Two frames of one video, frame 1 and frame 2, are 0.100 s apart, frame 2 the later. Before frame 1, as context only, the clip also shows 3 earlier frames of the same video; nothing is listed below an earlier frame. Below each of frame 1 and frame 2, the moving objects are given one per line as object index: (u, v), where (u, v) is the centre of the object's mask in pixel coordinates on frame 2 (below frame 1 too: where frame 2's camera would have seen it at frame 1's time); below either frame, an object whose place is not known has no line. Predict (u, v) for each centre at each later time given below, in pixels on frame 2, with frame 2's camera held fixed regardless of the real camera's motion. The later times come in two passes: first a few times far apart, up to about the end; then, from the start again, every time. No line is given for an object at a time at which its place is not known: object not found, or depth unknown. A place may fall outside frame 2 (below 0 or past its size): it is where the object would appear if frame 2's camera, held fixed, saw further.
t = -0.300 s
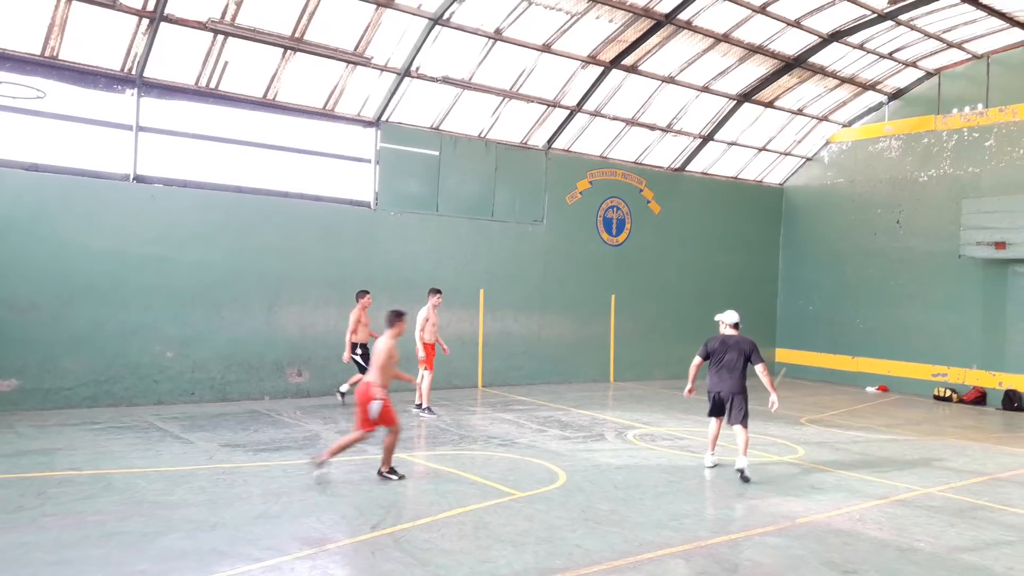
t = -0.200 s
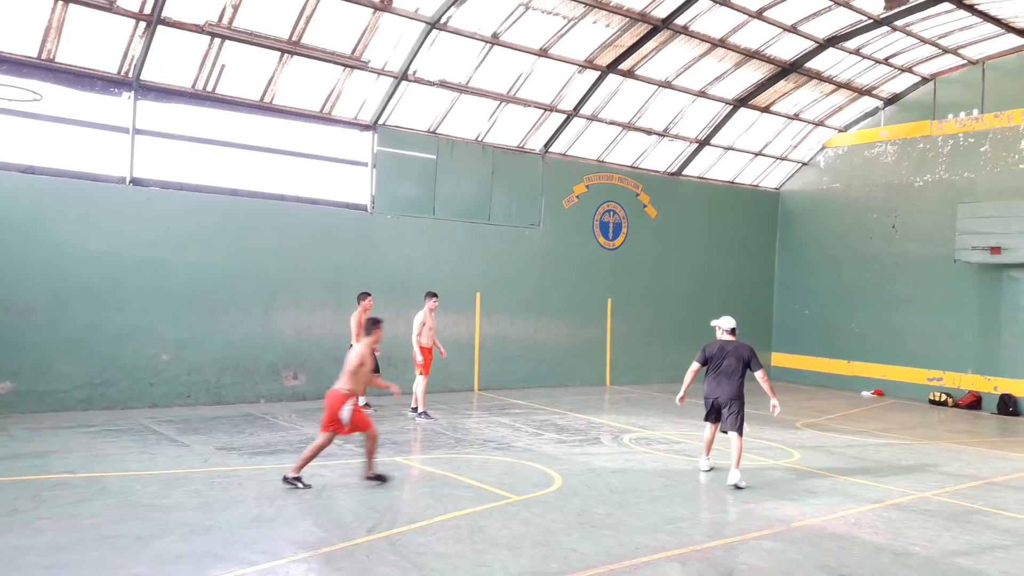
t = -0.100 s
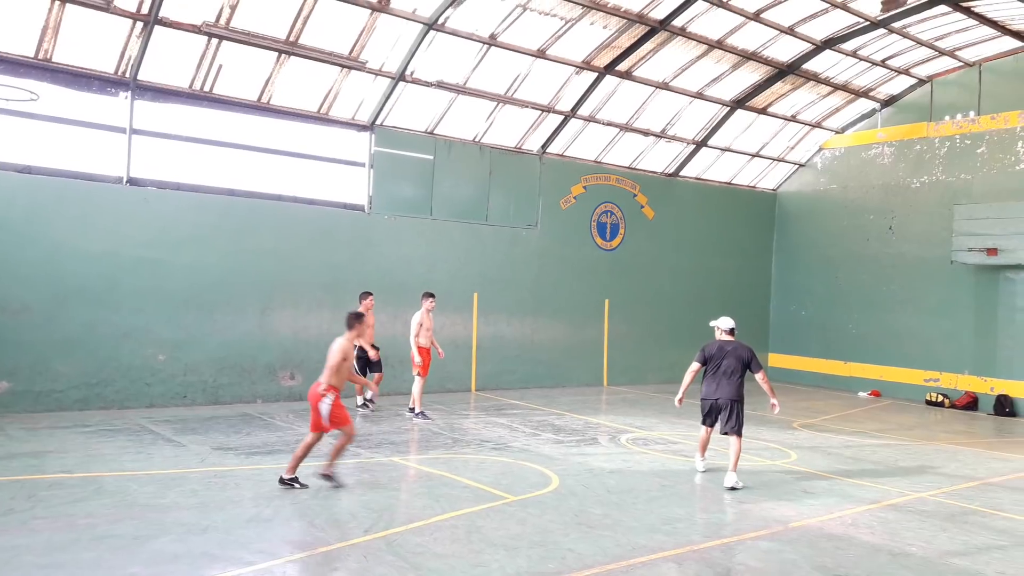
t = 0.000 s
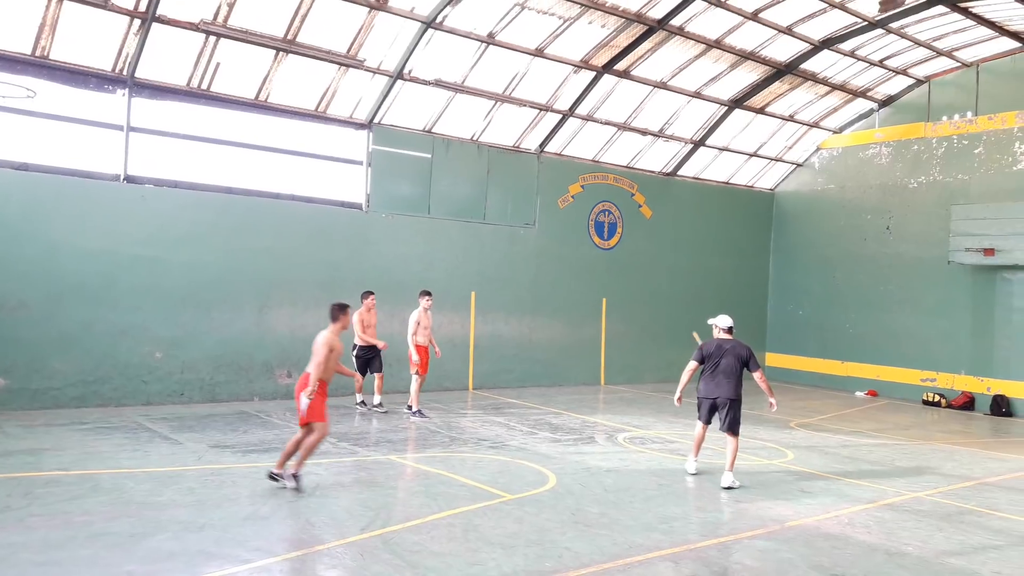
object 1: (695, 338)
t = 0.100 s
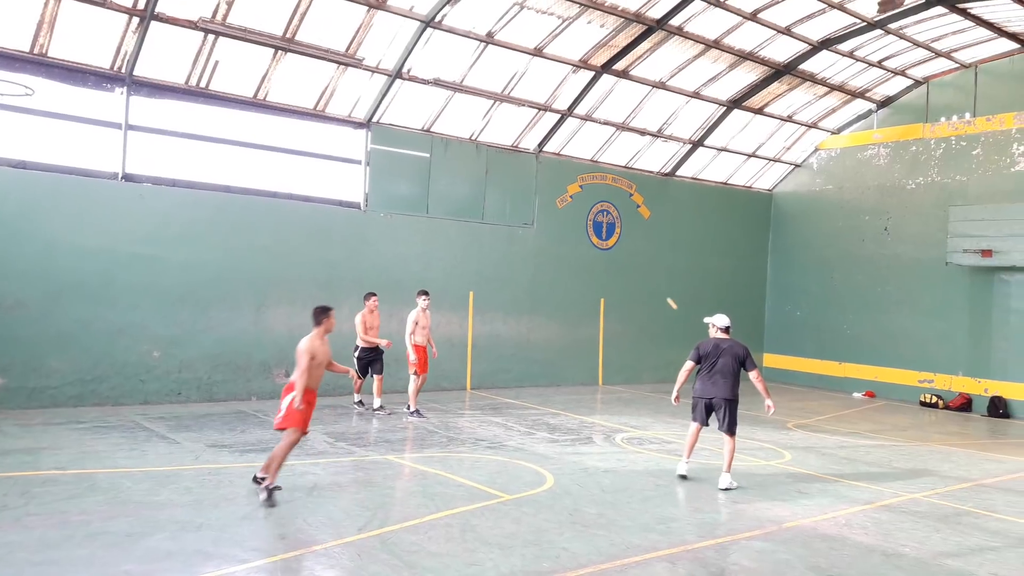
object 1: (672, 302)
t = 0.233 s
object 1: (637, 264)
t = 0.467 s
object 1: (563, 224)
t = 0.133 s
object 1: (663, 292)
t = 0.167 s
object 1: (655, 282)
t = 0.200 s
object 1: (646, 273)
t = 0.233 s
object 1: (637, 264)
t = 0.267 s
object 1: (627, 256)
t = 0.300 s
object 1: (618, 249)
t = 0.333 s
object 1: (607, 242)
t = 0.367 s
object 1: (597, 236)
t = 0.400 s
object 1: (586, 231)
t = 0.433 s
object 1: (575, 227)
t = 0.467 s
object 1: (563, 224)
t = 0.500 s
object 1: (551, 221)
